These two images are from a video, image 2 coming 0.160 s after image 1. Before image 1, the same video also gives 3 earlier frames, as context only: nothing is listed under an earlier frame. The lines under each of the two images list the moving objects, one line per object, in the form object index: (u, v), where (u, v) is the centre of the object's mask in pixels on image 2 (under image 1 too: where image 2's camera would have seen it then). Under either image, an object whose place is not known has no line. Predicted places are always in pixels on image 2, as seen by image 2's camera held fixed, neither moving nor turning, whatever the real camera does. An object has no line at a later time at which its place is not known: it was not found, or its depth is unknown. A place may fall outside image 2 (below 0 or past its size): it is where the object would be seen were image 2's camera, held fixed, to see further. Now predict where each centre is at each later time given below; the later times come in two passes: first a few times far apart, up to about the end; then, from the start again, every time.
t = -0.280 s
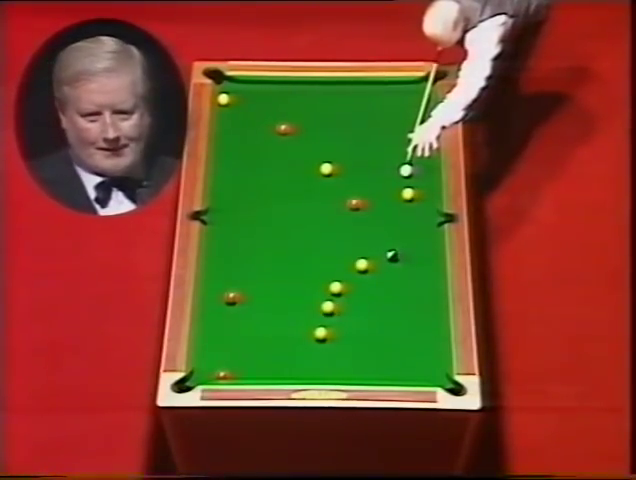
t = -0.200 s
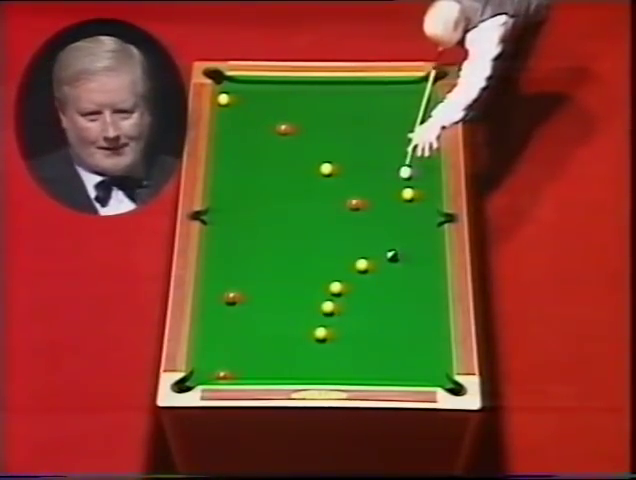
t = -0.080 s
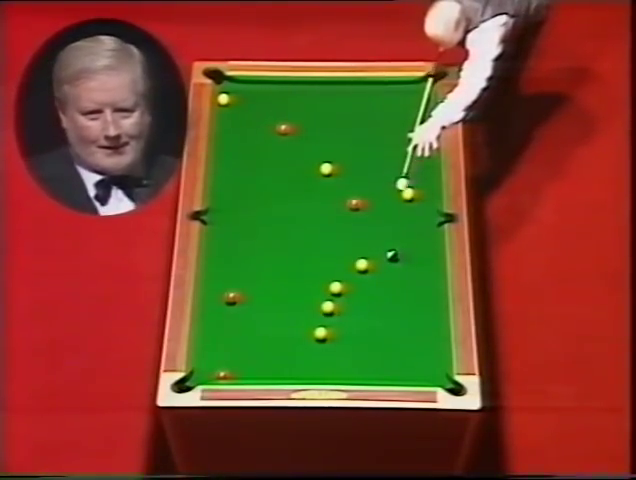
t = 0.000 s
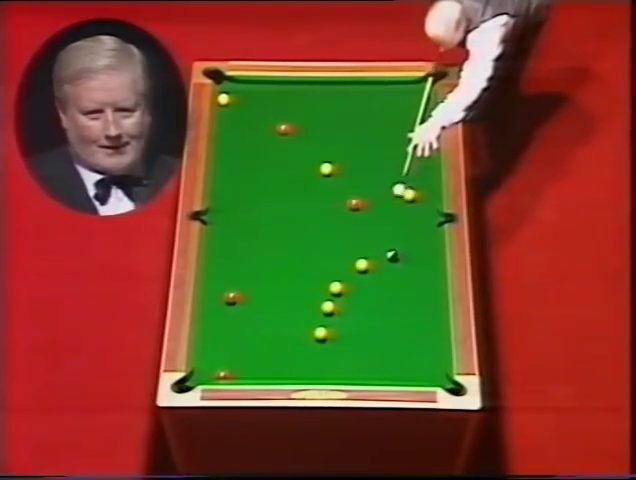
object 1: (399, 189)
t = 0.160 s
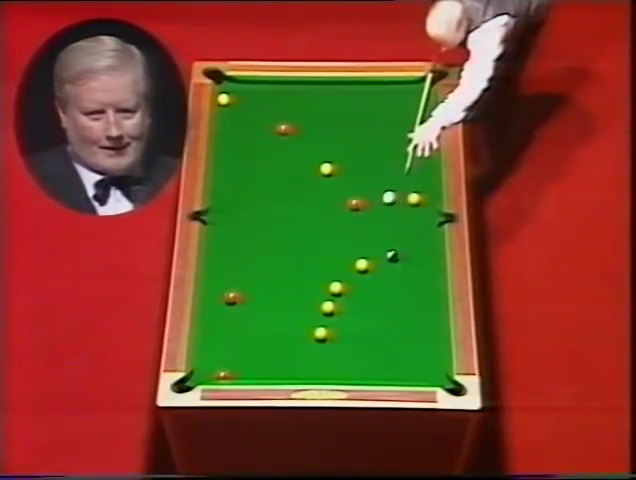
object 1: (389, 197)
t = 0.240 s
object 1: (383, 201)
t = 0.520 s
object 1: (367, 213)
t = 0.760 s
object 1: (353, 223)
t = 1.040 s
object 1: (337, 235)
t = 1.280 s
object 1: (323, 245)
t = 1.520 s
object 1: (311, 254)
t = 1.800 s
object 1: (298, 263)
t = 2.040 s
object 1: (287, 271)
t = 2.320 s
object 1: (275, 280)
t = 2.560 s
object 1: (266, 286)
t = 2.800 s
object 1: (257, 292)
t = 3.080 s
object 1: (248, 298)
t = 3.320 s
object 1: (242, 302)
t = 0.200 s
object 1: (386, 199)
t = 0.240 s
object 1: (383, 201)
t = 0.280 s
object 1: (381, 202)
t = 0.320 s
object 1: (379, 203)
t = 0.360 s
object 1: (376, 206)
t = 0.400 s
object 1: (374, 207)
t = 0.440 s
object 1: (372, 209)
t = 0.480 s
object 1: (369, 212)
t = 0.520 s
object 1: (367, 213)
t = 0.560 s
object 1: (365, 215)
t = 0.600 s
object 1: (362, 217)
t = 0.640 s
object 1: (359, 218)
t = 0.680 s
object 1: (357, 219)
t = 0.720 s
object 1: (354, 222)
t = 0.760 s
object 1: (353, 223)
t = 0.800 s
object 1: (351, 225)
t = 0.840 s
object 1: (348, 227)
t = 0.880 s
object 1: (346, 229)
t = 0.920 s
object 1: (344, 231)
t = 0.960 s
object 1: (342, 232)
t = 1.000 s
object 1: (339, 234)
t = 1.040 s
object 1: (337, 235)
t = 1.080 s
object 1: (335, 237)
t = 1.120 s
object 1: (332, 238)
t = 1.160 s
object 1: (330, 240)
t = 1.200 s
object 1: (328, 241)
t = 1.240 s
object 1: (326, 243)
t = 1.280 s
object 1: (323, 245)
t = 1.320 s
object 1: (322, 246)
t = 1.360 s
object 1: (320, 248)
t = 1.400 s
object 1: (318, 249)
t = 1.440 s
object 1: (316, 251)
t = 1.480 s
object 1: (313, 252)
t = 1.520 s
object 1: (311, 254)
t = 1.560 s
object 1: (309, 255)
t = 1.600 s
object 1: (307, 256)
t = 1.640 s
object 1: (306, 257)
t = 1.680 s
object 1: (304, 259)
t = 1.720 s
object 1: (302, 261)
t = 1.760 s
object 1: (300, 262)
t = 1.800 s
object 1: (298, 263)
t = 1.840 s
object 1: (296, 265)
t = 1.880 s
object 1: (294, 266)
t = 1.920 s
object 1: (293, 267)
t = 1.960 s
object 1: (291, 269)
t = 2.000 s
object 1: (289, 270)
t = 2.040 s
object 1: (287, 271)
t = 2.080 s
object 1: (285, 272)
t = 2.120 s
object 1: (283, 274)
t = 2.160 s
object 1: (282, 274)
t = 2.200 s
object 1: (280, 276)
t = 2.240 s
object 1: (279, 277)
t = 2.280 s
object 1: (276, 279)
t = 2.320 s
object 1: (275, 280)
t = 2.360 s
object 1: (274, 281)
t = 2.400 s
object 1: (272, 282)
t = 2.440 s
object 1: (270, 283)
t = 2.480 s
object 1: (269, 284)
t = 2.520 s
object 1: (267, 285)
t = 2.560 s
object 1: (266, 286)
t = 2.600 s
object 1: (265, 287)
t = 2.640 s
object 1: (263, 288)
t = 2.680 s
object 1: (261, 289)
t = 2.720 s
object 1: (260, 291)
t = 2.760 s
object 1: (259, 291)
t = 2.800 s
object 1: (257, 292)
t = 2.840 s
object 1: (256, 293)
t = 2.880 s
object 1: (254, 294)
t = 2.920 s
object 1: (253, 294)
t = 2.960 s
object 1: (252, 295)
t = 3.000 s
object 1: (250, 296)
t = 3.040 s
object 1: (249, 297)
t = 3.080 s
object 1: (248, 298)
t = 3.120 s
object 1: (246, 298)
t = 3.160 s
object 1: (245, 299)
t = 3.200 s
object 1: (245, 300)
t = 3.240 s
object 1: (243, 300)
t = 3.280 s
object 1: (242, 301)
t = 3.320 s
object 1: (242, 302)
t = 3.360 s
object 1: (240, 302)
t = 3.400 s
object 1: (240, 303)
